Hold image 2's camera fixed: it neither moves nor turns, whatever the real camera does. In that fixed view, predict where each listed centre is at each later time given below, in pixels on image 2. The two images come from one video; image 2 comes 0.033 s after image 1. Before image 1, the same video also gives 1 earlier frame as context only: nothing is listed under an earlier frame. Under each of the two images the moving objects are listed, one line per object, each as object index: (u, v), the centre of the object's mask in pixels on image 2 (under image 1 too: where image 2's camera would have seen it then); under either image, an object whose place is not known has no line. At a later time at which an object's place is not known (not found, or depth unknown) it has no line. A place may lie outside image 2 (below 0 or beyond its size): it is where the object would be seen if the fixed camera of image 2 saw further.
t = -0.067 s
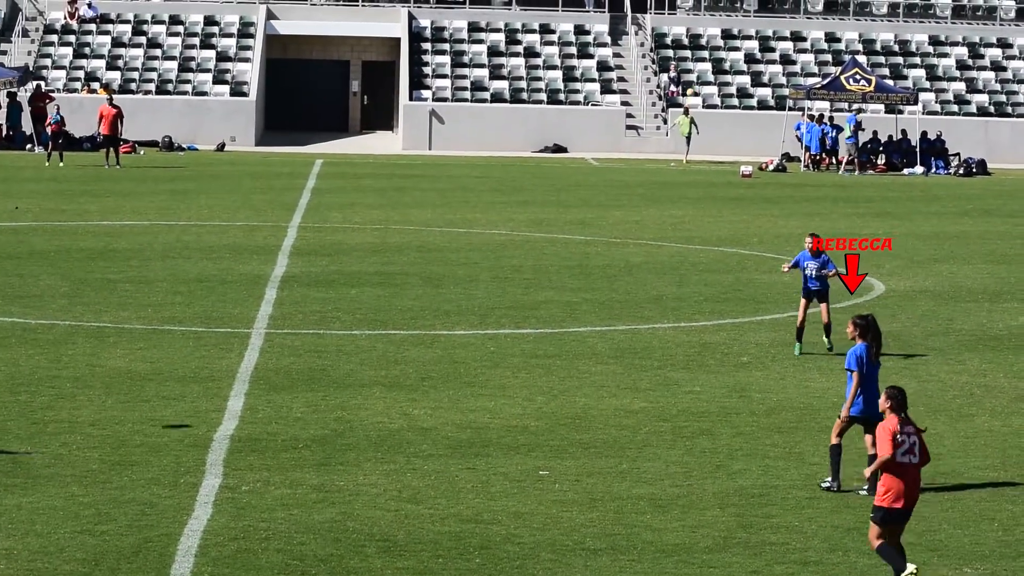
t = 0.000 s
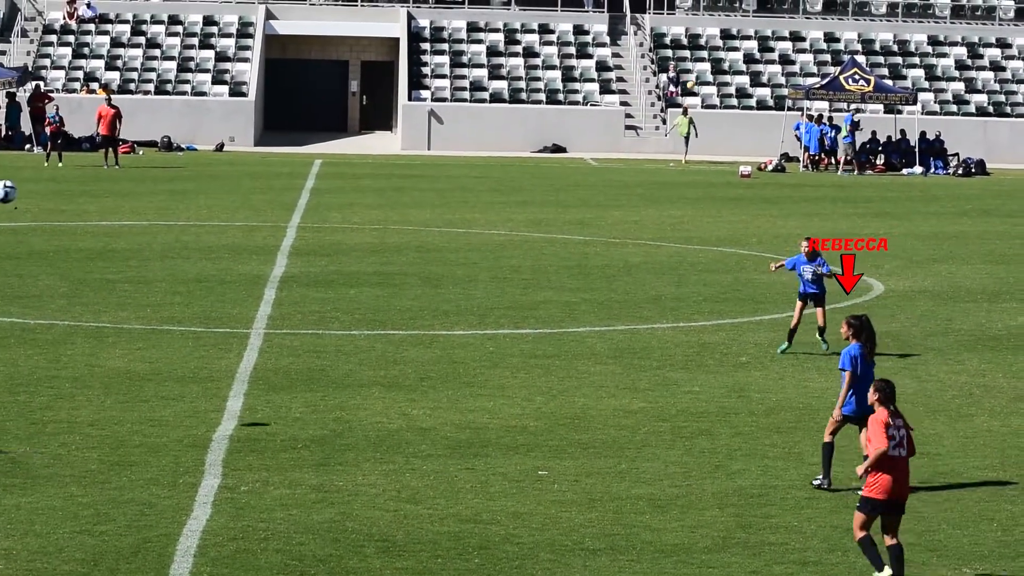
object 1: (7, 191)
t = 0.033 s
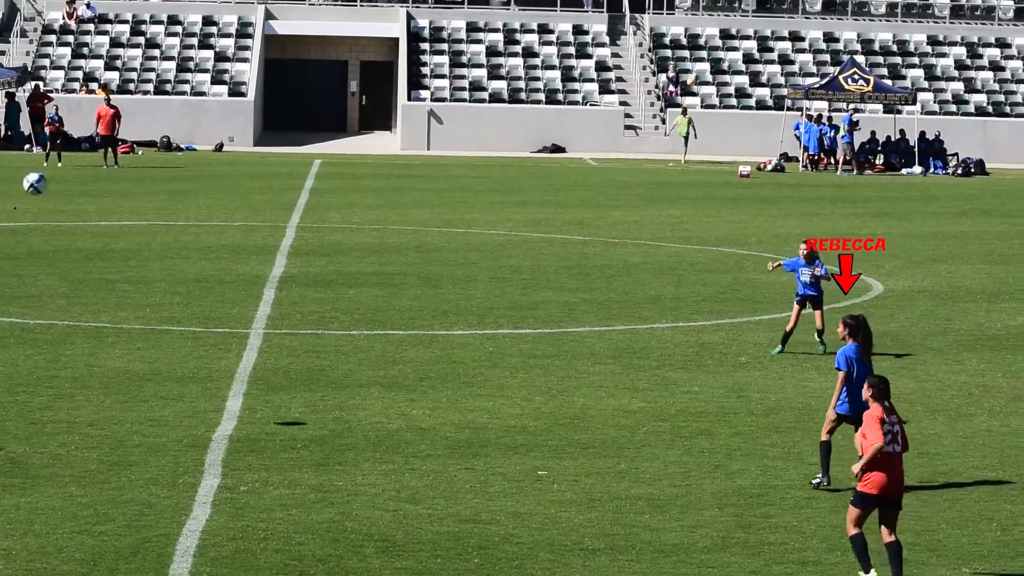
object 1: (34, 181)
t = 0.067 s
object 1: (65, 175)
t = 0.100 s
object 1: (95, 167)
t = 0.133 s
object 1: (119, 163)
